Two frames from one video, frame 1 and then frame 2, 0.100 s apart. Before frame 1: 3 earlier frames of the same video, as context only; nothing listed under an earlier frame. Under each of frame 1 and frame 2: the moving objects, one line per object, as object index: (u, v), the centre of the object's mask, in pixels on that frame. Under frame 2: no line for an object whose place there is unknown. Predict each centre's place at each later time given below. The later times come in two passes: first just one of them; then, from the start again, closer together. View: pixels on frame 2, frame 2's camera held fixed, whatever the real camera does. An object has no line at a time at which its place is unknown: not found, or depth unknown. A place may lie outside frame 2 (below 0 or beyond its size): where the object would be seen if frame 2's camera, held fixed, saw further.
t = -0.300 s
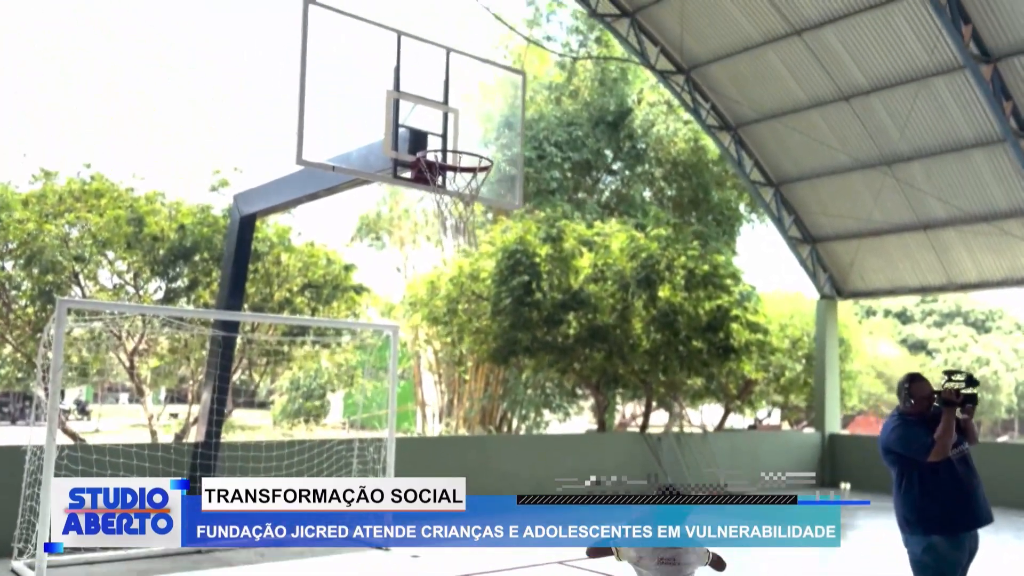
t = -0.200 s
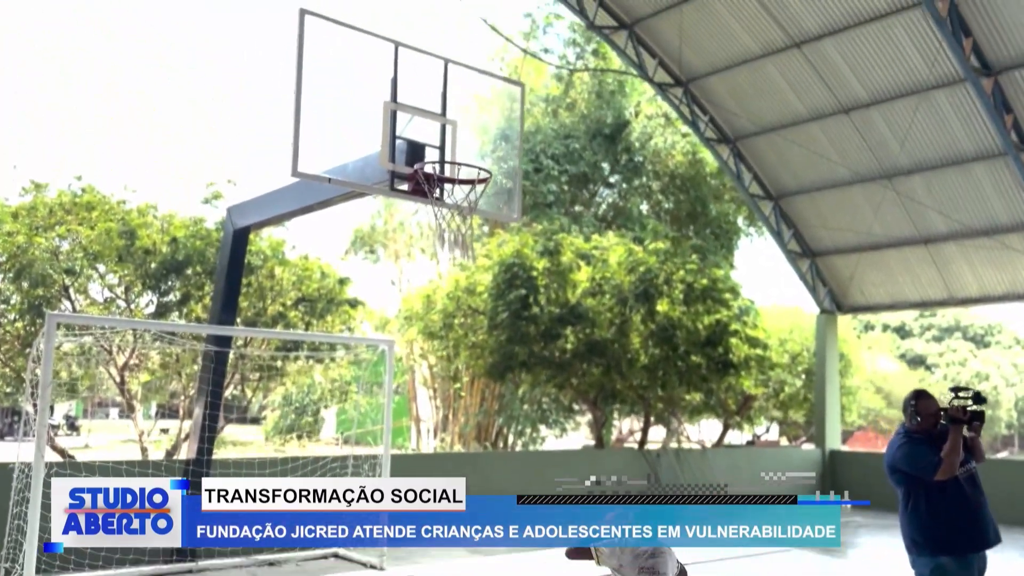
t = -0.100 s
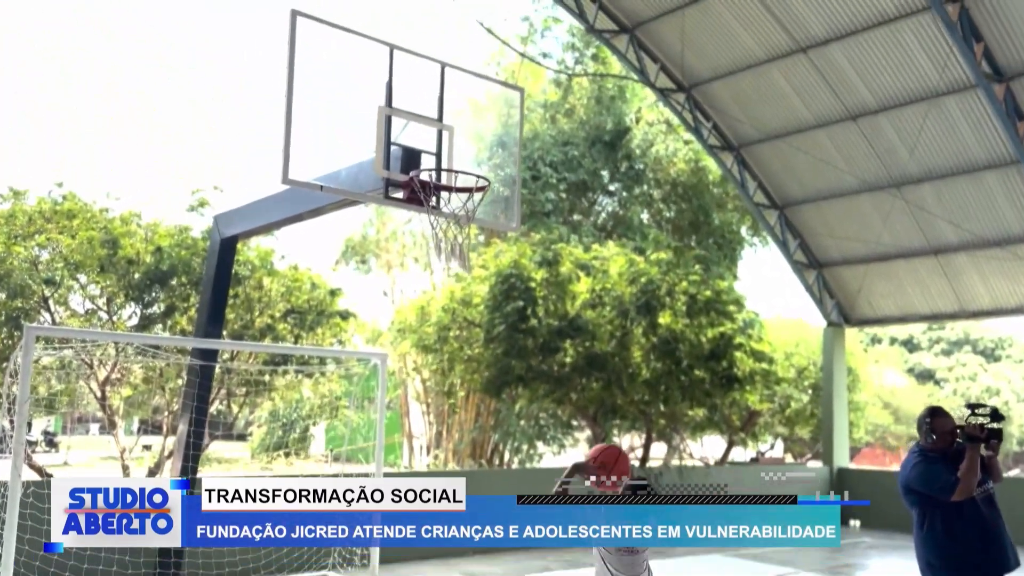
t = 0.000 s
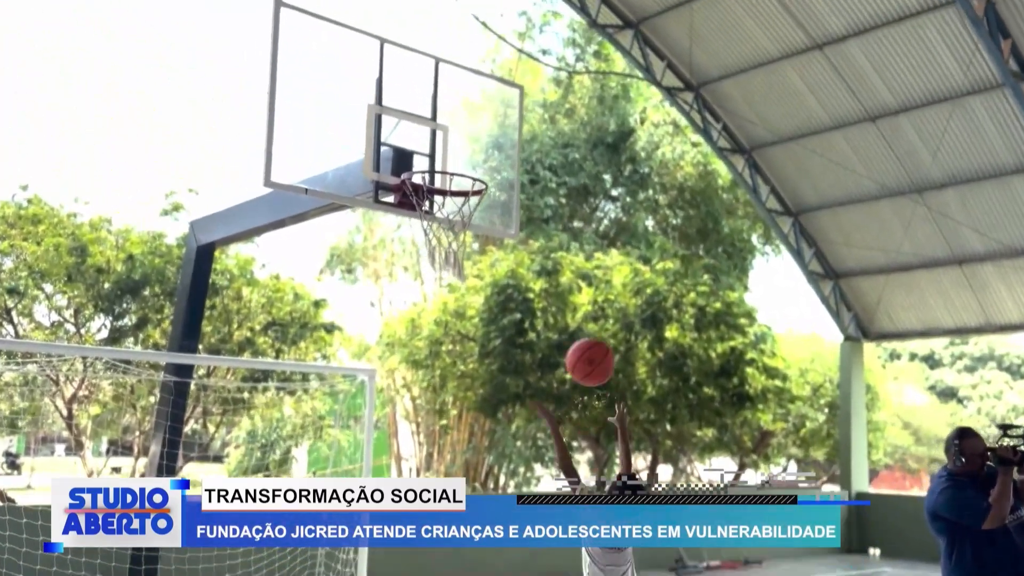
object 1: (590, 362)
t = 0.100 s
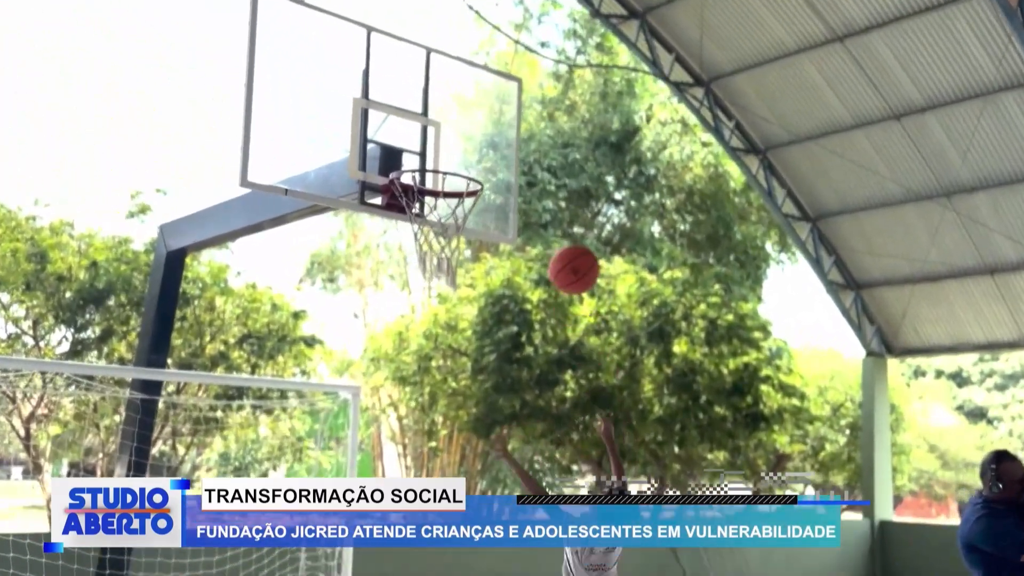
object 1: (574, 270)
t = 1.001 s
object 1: (480, 181)
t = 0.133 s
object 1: (567, 240)
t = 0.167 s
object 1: (561, 213)
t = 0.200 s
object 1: (554, 190)
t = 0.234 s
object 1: (548, 171)
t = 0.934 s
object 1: (463, 179)
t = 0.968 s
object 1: (472, 179)
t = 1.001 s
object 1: (480, 181)
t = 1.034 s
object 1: (487, 184)
